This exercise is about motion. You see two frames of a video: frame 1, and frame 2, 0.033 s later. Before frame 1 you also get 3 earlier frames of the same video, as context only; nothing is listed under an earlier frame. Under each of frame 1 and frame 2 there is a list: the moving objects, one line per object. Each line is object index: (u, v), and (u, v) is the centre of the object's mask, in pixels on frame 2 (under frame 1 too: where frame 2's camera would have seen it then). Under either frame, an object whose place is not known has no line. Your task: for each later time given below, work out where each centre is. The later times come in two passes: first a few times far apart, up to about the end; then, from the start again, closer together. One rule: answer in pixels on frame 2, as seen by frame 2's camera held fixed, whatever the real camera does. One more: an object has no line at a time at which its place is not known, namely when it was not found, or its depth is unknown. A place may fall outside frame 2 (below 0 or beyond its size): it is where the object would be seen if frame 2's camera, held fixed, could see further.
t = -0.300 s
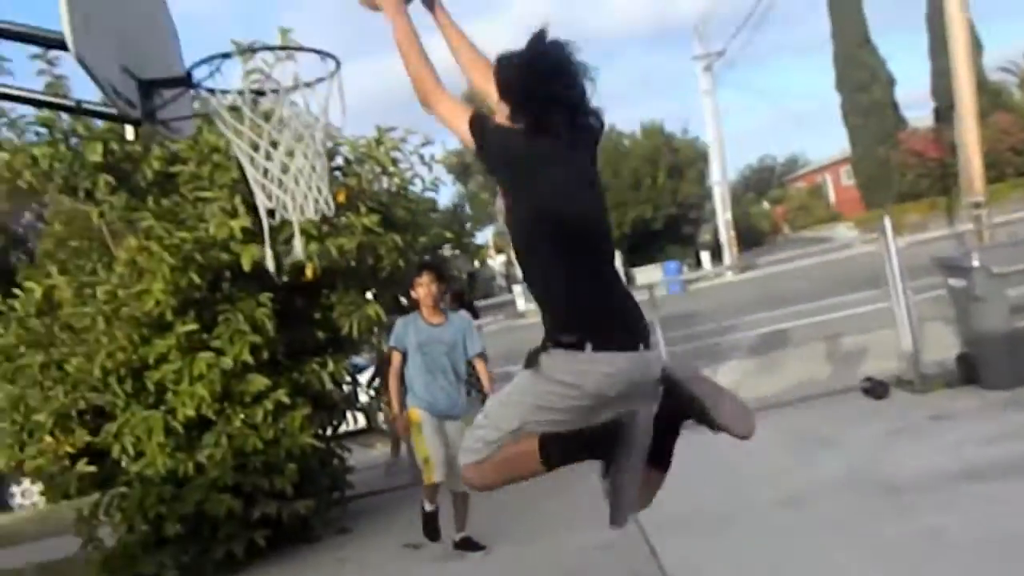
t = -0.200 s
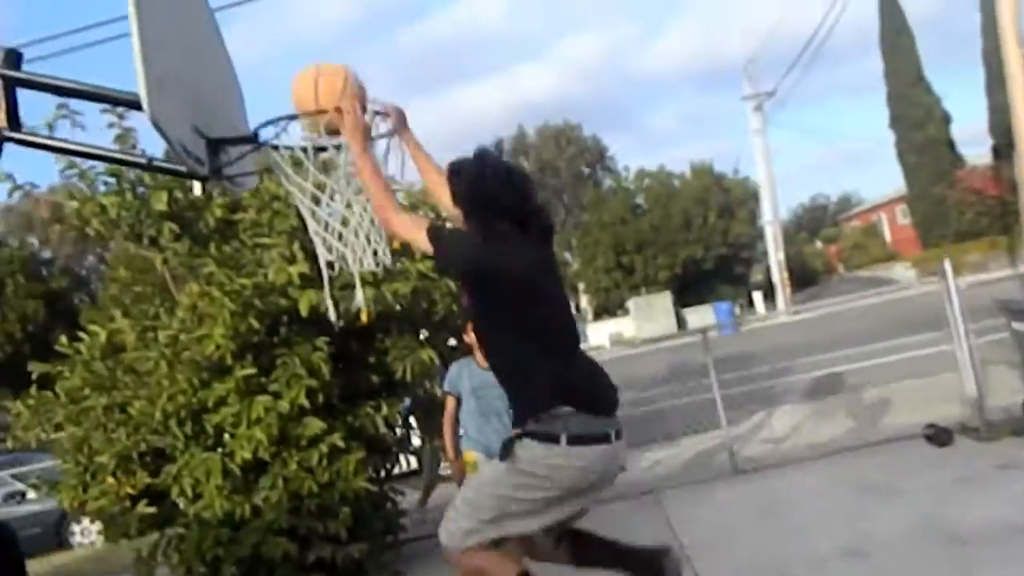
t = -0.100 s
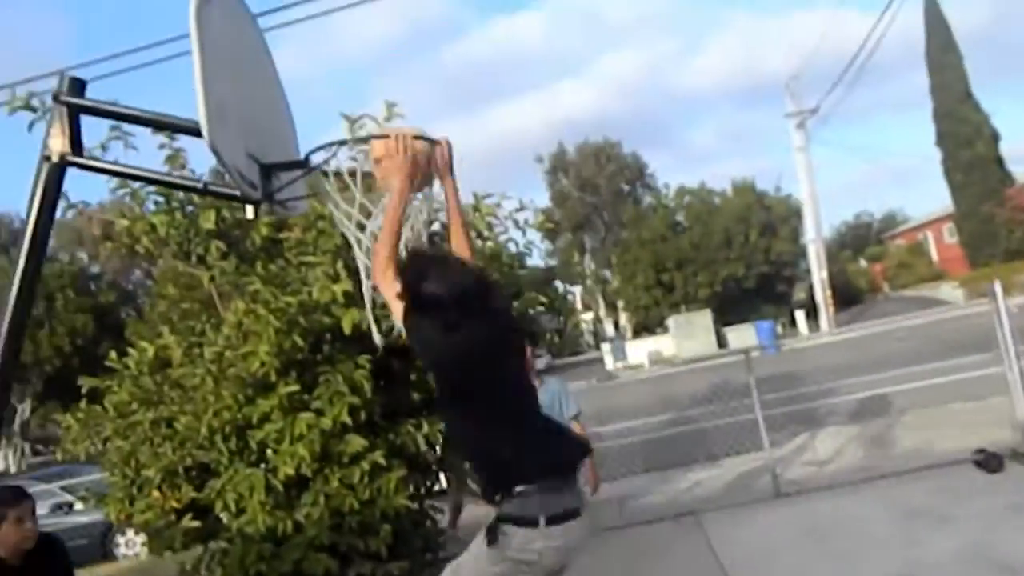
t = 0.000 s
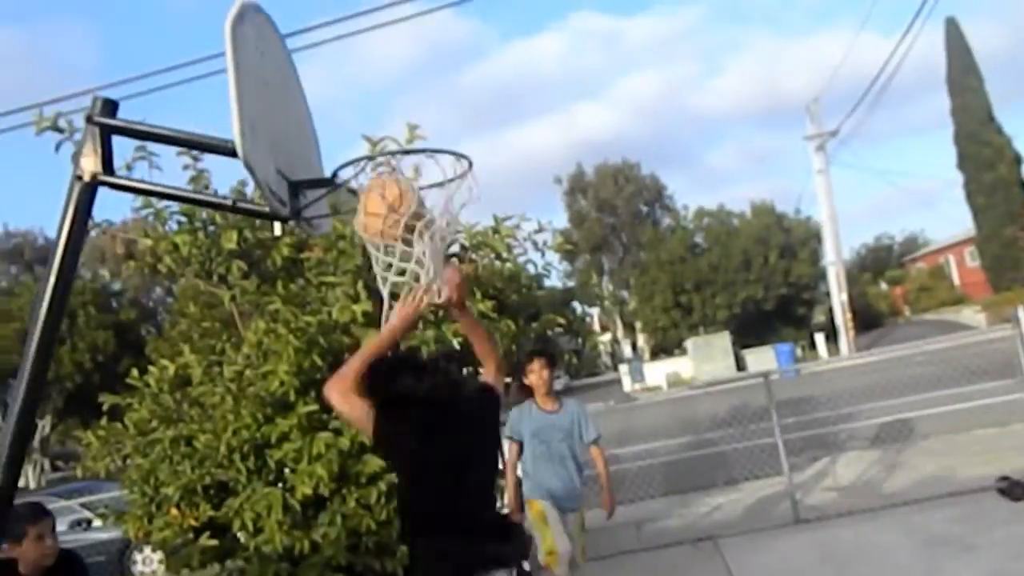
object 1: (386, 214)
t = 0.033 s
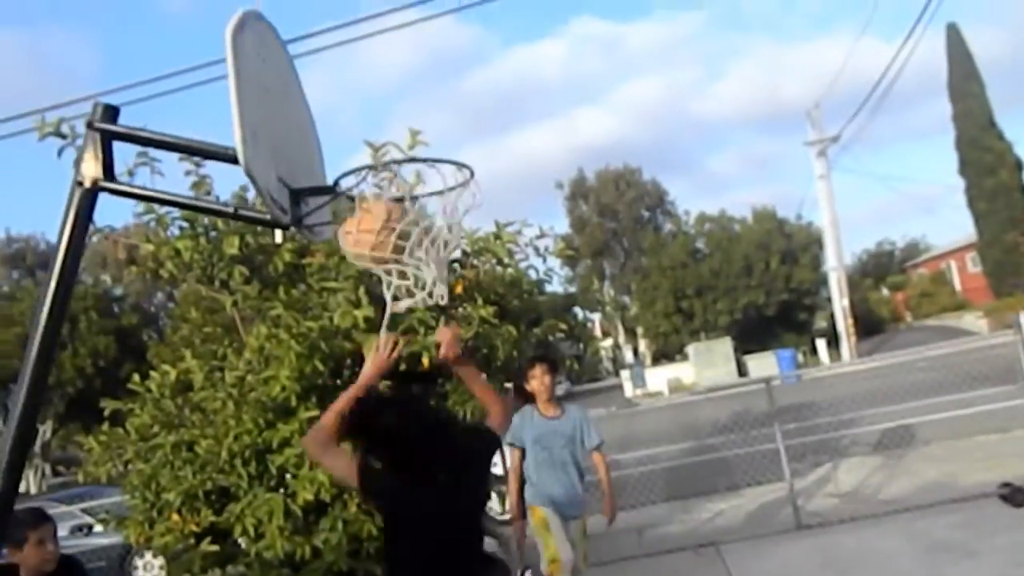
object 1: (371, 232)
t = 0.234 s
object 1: (348, 252)
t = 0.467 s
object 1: (397, 349)
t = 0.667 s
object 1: (463, 563)
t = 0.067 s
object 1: (360, 243)
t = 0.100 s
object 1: (348, 247)
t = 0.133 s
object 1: (343, 249)
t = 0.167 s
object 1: (344, 247)
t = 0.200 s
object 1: (343, 250)
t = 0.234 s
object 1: (348, 252)
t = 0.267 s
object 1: (347, 253)
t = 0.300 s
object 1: (349, 264)
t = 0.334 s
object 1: (357, 277)
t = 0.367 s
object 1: (366, 291)
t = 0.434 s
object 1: (388, 327)
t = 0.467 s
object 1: (397, 349)
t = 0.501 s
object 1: (407, 376)
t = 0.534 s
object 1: (417, 406)
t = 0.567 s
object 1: (429, 439)
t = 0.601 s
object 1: (440, 477)
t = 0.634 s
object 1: (452, 519)
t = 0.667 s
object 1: (463, 563)
